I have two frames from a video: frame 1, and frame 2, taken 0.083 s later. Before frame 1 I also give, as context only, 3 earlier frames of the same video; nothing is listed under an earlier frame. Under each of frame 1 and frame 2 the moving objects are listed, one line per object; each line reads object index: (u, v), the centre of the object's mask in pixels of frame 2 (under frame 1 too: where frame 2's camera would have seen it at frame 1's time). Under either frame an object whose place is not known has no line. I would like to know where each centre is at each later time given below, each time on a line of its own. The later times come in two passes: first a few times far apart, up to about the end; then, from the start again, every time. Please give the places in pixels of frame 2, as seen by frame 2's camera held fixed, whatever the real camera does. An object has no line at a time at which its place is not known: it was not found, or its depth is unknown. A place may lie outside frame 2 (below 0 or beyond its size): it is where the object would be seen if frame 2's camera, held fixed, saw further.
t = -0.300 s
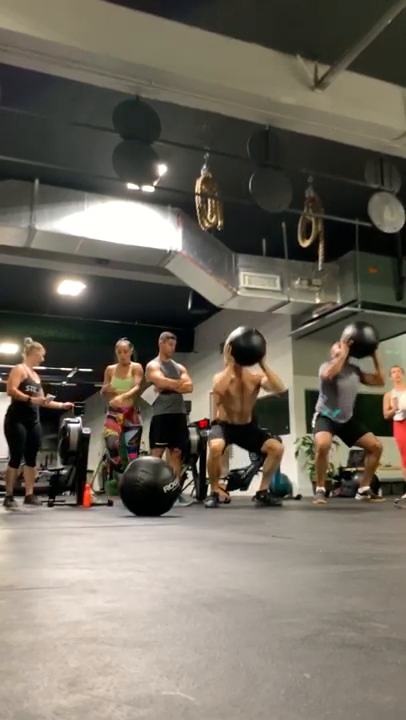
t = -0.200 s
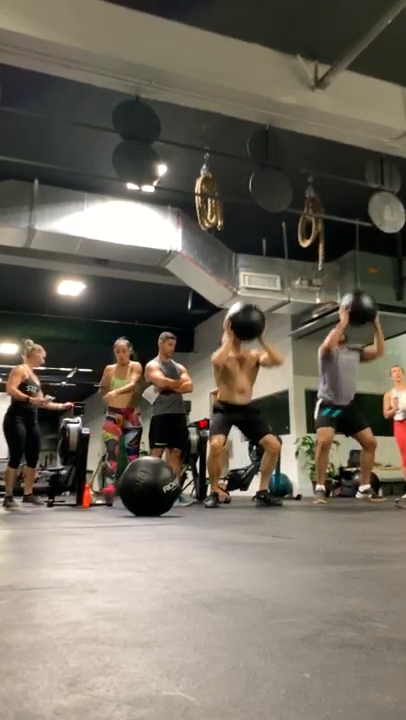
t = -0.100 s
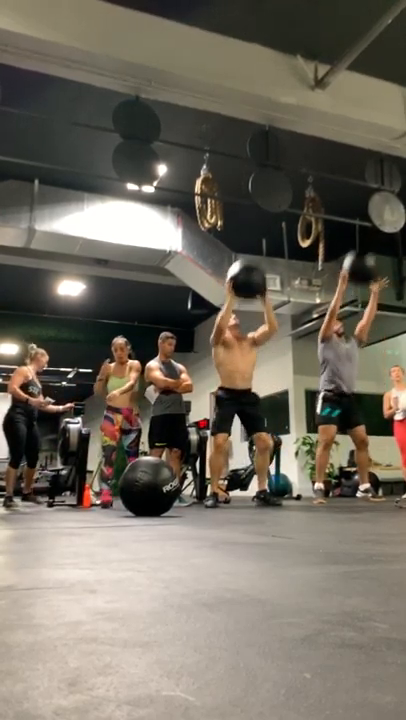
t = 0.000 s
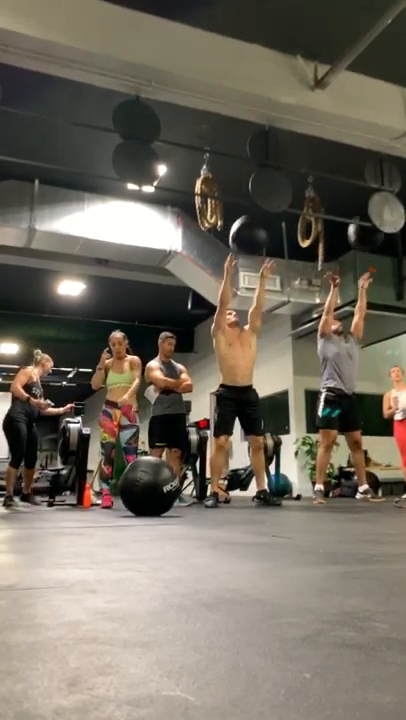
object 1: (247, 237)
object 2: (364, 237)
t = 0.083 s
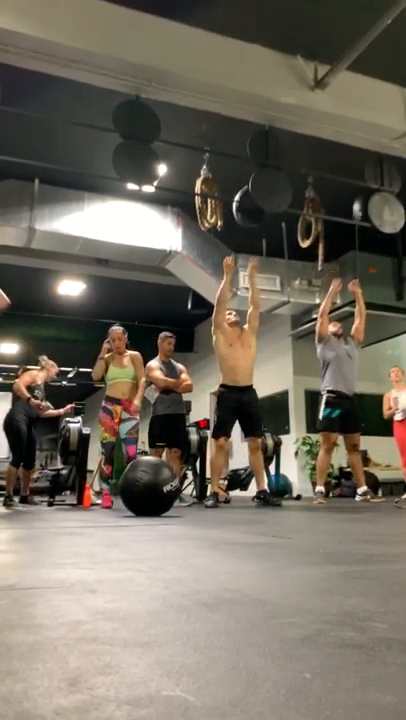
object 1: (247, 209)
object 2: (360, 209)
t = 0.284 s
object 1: (248, 167)
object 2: (362, 197)
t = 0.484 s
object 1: (244, 180)
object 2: (360, 226)
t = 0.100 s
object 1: (246, 204)
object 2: (361, 207)
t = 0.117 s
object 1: (246, 199)
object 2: (362, 204)
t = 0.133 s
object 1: (245, 193)
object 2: (363, 200)
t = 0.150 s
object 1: (244, 185)
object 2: (363, 198)
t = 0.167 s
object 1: (245, 181)
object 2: (364, 197)
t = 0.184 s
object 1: (245, 178)
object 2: (363, 196)
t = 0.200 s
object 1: (246, 174)
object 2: (363, 196)
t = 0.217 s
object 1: (246, 171)
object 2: (363, 196)
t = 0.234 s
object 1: (246, 169)
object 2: (363, 196)
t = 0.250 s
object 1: (246, 168)
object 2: (363, 196)
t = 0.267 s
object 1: (248, 167)
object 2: (363, 196)
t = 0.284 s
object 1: (248, 167)
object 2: (362, 197)
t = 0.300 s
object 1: (247, 167)
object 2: (362, 197)
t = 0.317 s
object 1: (246, 167)
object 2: (362, 198)
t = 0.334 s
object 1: (245, 167)
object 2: (361, 199)
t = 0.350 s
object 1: (246, 167)
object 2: (361, 201)
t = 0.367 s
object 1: (245, 169)
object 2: (360, 202)
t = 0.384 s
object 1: (245, 169)
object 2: (360, 203)
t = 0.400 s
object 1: (245, 170)
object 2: (360, 204)
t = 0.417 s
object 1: (244, 172)
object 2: (360, 205)
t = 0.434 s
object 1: (244, 174)
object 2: (360, 206)
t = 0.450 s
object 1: (244, 175)
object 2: (360, 213)
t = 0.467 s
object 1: (244, 177)
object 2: (360, 217)
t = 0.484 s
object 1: (244, 180)
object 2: (360, 226)
